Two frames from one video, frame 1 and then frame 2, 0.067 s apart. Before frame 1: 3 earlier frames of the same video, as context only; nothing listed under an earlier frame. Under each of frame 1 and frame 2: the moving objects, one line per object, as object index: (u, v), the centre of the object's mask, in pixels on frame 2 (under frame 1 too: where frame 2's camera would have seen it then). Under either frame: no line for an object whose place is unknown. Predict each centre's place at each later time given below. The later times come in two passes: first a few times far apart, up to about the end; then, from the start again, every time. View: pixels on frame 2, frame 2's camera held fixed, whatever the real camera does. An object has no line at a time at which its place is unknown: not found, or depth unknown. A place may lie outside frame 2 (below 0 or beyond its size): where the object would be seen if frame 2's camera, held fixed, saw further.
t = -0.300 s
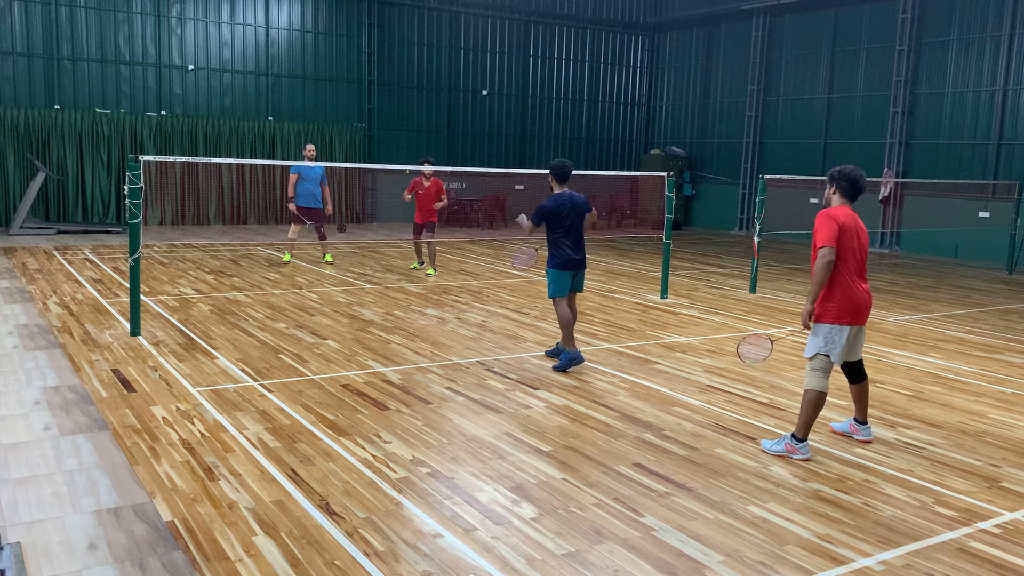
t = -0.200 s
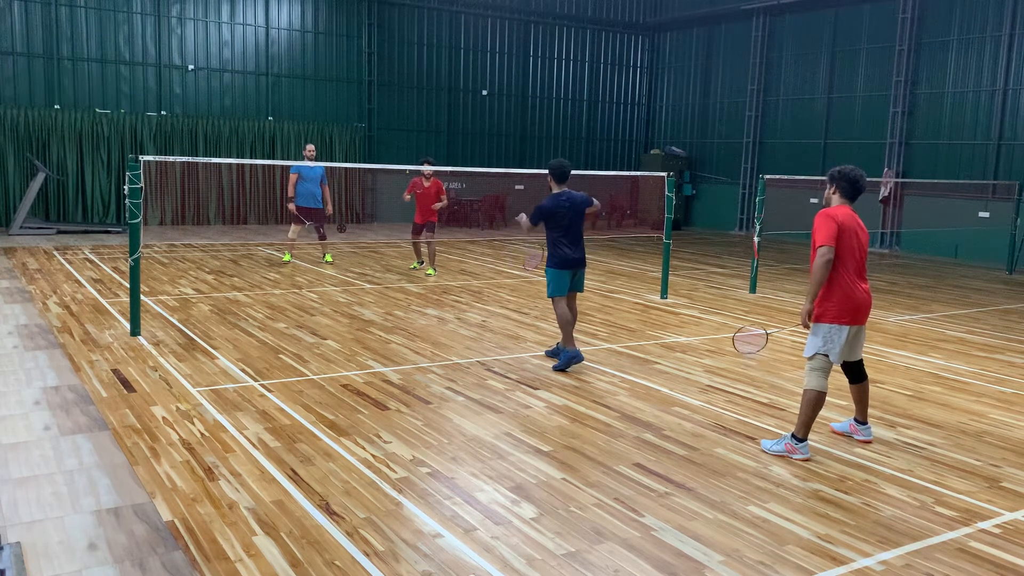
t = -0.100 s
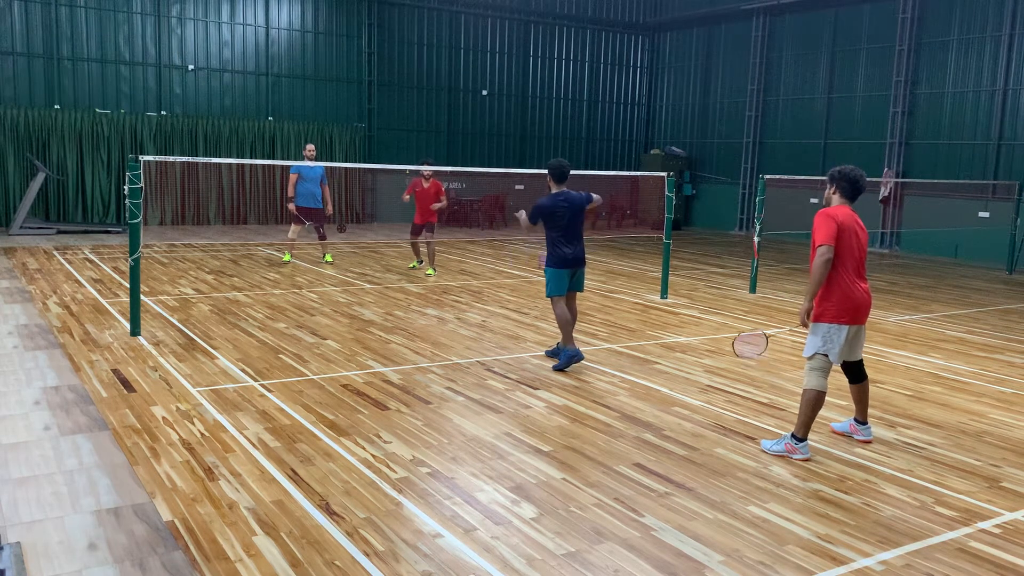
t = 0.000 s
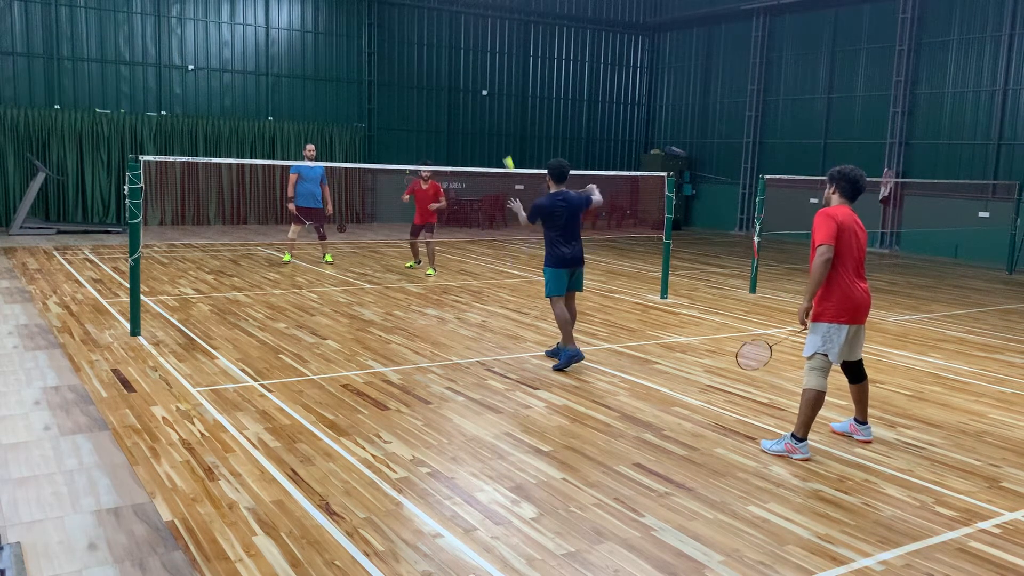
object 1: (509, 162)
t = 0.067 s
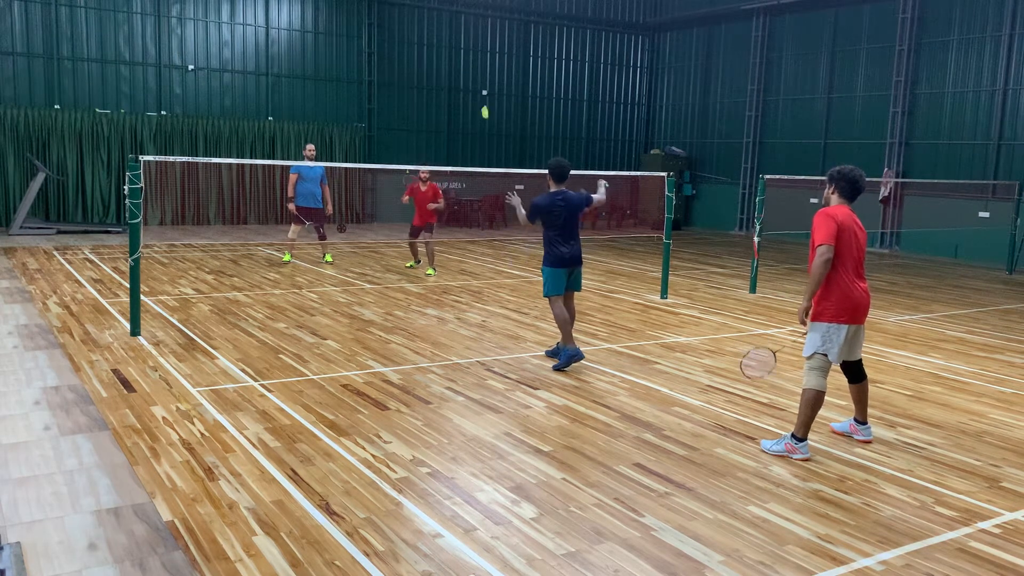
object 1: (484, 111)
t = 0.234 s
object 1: (456, 42)
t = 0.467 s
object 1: (432, 18)
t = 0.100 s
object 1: (480, 91)
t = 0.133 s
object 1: (473, 75)
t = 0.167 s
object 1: (466, 62)
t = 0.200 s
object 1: (461, 51)
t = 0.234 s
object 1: (456, 42)
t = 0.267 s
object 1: (452, 35)
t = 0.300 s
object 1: (448, 29)
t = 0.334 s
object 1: (445, 25)
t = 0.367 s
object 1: (441, 21)
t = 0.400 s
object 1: (438, 19)
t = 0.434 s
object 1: (435, 18)
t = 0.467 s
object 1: (432, 18)
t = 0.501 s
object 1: (430, 19)
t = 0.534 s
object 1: (428, 20)
